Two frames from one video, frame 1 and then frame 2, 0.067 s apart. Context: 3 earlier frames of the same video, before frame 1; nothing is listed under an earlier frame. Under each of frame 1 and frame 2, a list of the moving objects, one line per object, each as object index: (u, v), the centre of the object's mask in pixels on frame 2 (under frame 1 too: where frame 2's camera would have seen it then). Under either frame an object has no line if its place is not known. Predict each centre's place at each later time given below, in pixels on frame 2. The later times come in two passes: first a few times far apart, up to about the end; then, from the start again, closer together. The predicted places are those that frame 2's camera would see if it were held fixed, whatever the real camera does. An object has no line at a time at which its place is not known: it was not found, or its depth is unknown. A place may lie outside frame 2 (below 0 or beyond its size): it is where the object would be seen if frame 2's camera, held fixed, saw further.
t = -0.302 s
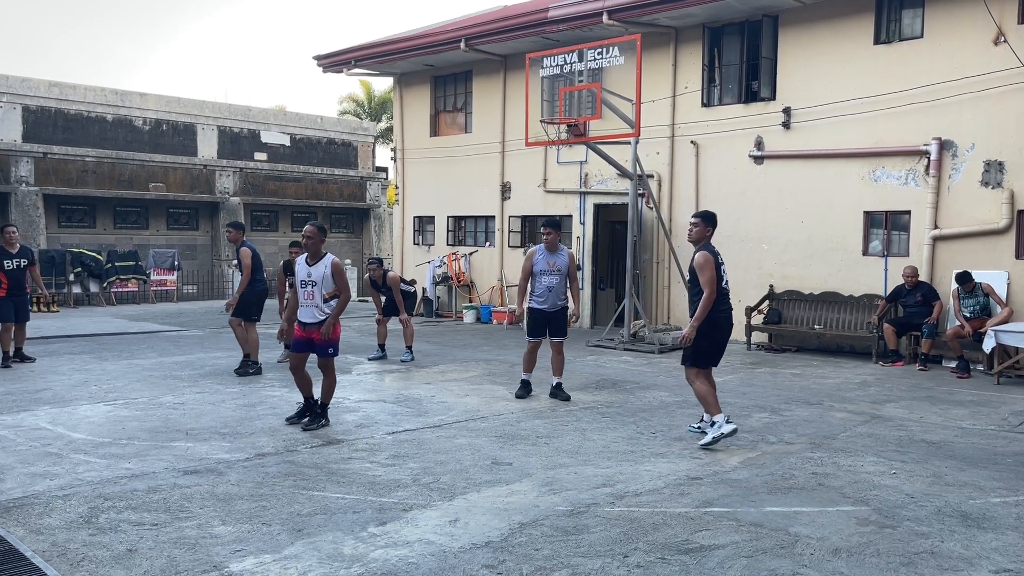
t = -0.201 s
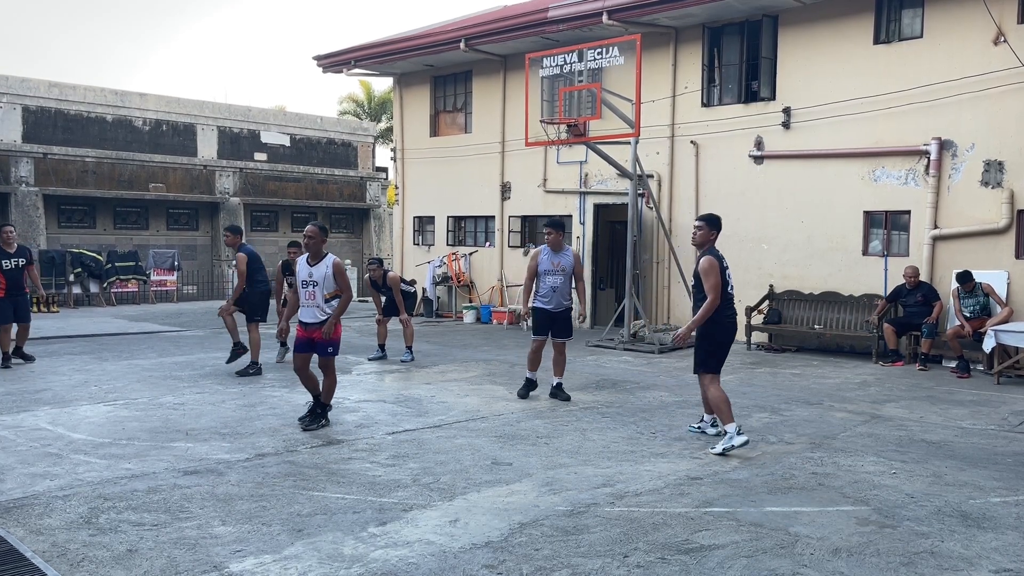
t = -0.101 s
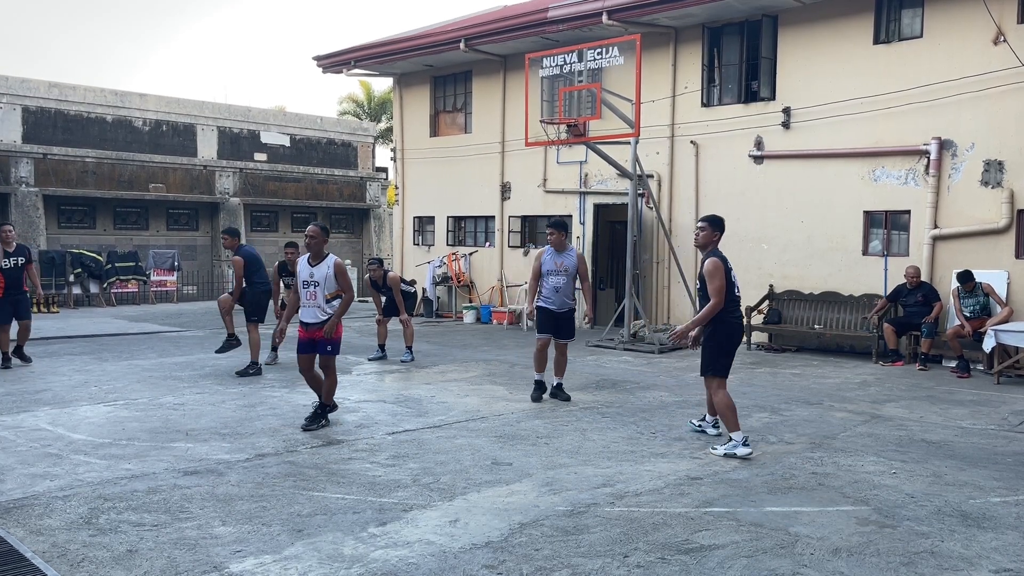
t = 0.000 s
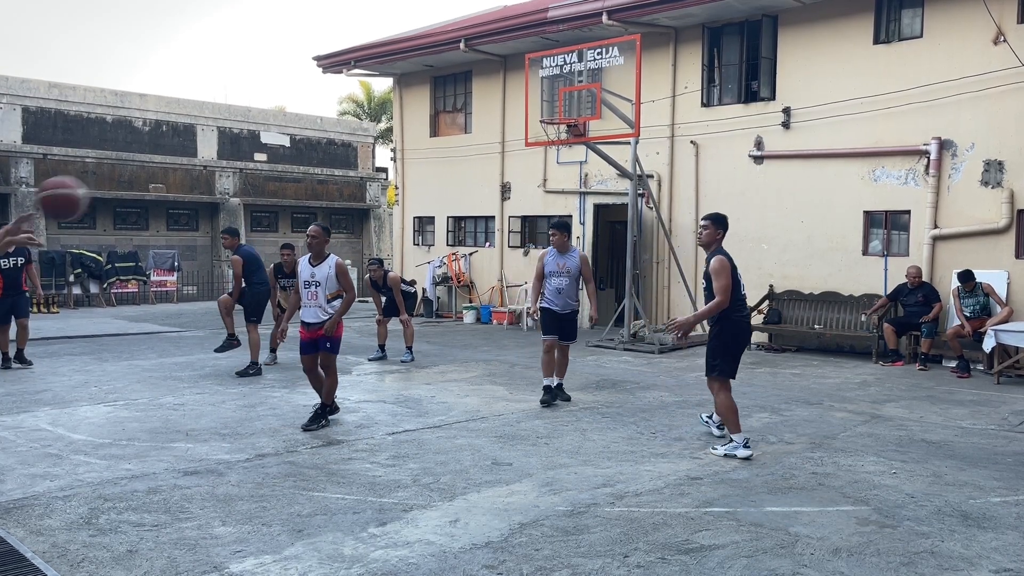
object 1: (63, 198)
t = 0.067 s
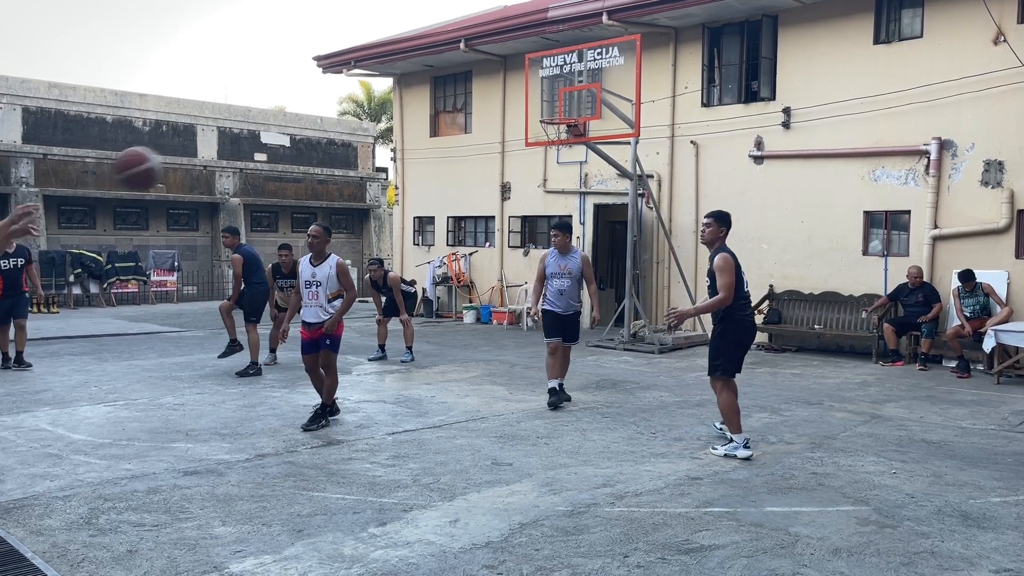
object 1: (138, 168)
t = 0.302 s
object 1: (378, 132)
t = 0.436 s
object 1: (498, 152)
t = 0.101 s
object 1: (176, 157)
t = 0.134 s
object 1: (211, 148)
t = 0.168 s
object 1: (244, 142)
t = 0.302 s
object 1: (378, 132)
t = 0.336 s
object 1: (410, 135)
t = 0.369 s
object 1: (440, 139)
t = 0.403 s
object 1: (470, 145)
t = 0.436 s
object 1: (498, 152)
